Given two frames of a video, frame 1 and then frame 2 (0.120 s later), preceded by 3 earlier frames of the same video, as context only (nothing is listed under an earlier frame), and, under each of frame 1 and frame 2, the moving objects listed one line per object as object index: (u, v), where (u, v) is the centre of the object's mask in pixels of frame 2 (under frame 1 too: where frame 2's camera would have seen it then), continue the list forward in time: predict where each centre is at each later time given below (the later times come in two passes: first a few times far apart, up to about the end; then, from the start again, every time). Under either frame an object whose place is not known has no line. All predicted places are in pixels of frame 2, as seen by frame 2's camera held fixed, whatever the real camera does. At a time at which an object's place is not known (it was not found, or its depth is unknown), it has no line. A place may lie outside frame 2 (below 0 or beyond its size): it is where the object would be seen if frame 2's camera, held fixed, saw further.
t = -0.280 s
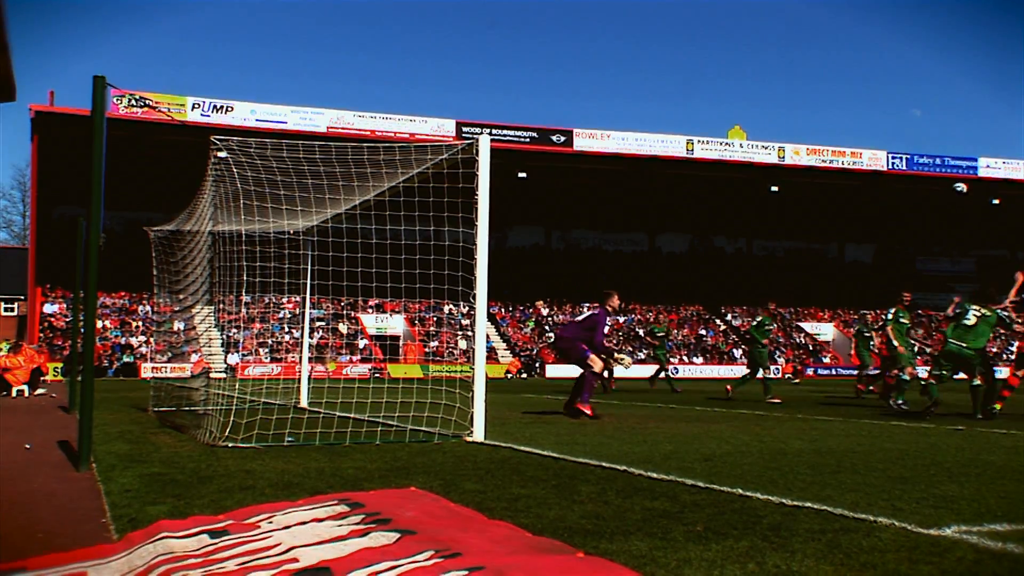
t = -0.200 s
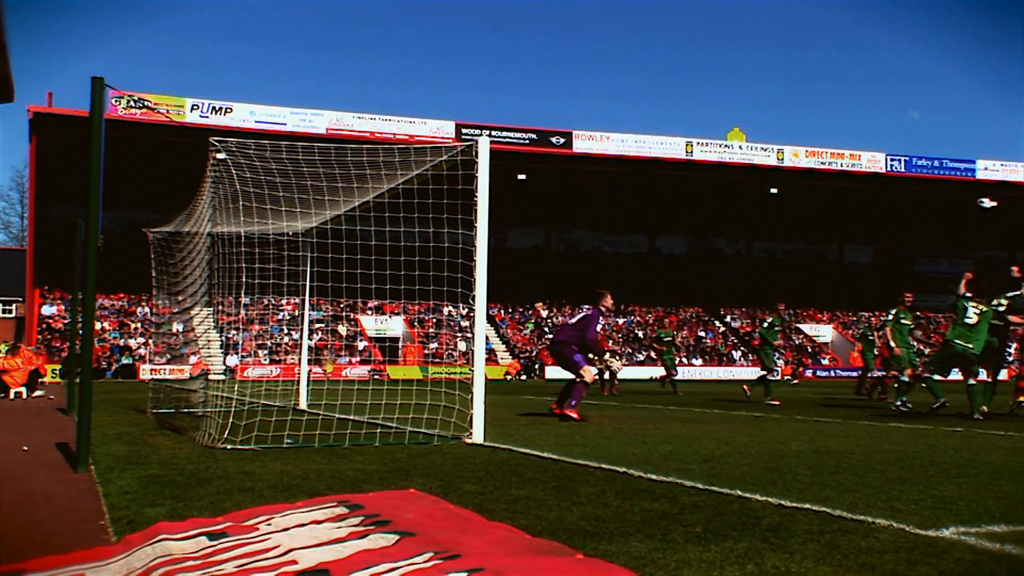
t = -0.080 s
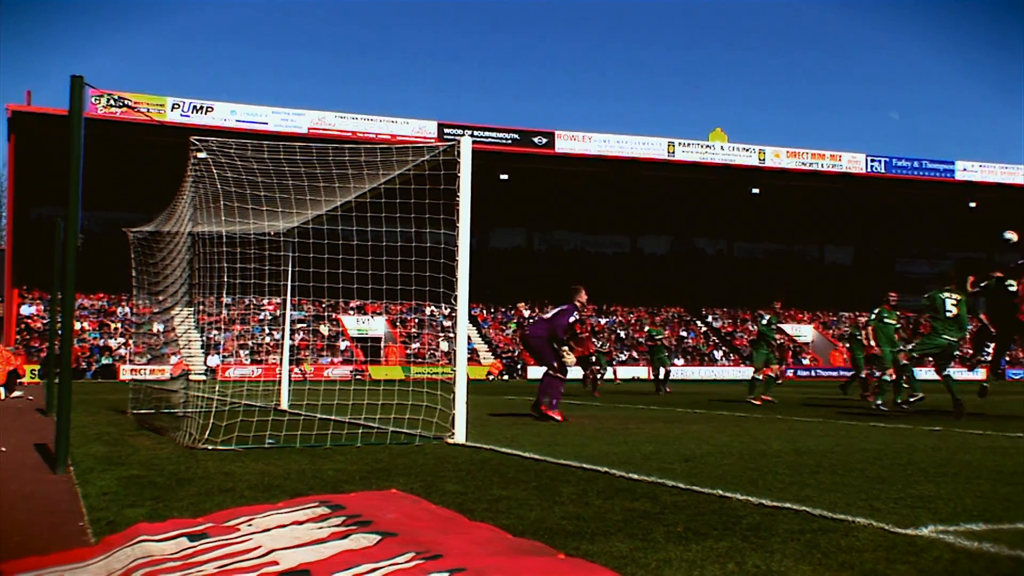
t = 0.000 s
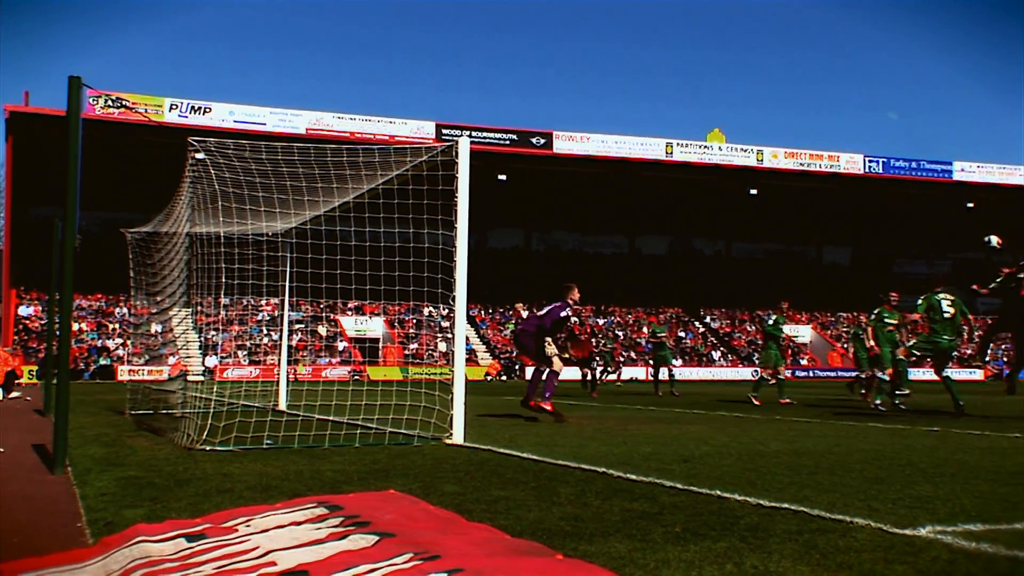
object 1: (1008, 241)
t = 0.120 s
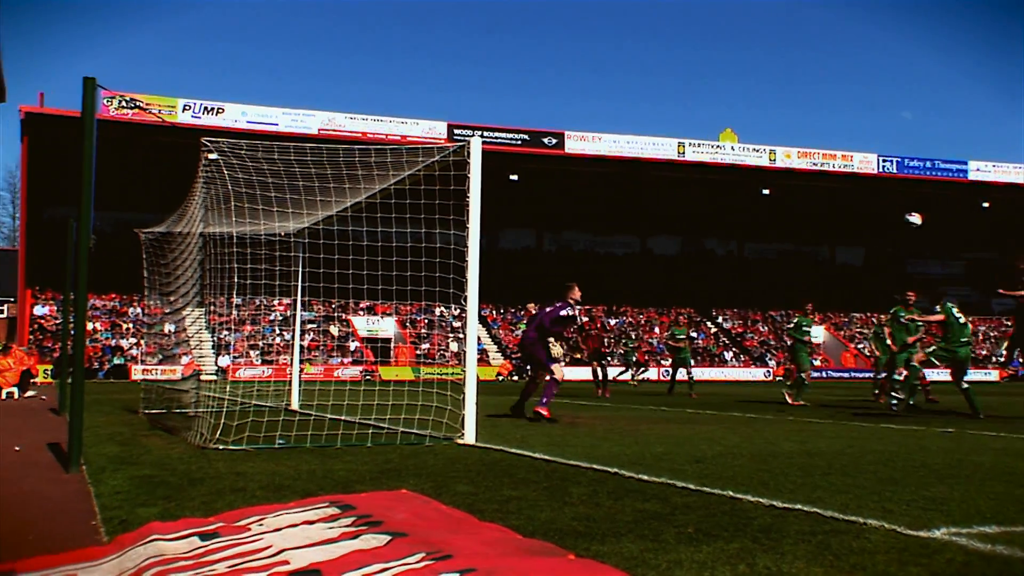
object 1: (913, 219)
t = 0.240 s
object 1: (816, 207)
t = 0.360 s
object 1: (714, 207)
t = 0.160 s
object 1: (881, 213)
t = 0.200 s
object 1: (849, 209)
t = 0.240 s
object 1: (816, 207)
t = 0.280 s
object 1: (784, 205)
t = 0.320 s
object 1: (748, 206)
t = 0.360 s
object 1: (714, 207)
